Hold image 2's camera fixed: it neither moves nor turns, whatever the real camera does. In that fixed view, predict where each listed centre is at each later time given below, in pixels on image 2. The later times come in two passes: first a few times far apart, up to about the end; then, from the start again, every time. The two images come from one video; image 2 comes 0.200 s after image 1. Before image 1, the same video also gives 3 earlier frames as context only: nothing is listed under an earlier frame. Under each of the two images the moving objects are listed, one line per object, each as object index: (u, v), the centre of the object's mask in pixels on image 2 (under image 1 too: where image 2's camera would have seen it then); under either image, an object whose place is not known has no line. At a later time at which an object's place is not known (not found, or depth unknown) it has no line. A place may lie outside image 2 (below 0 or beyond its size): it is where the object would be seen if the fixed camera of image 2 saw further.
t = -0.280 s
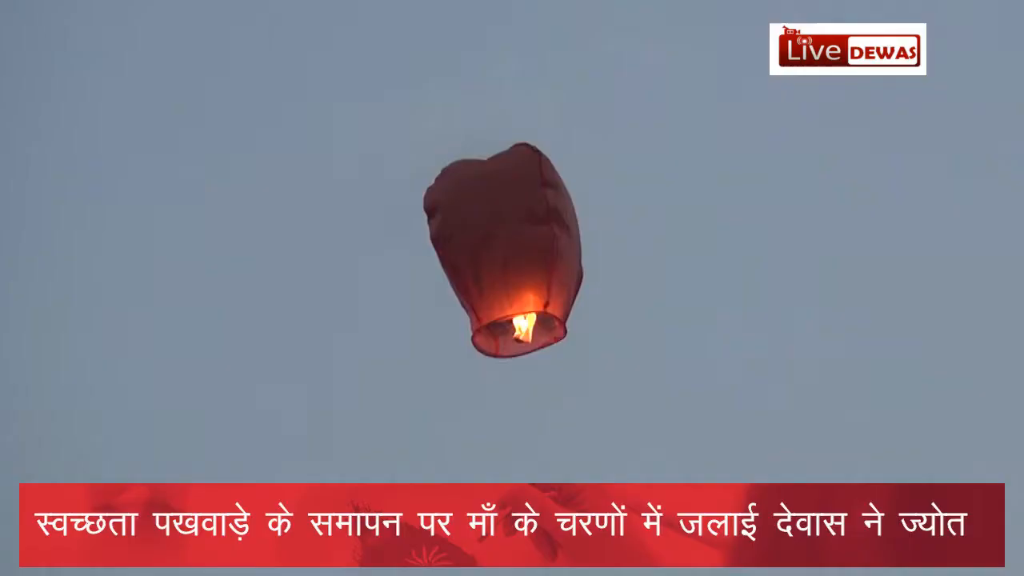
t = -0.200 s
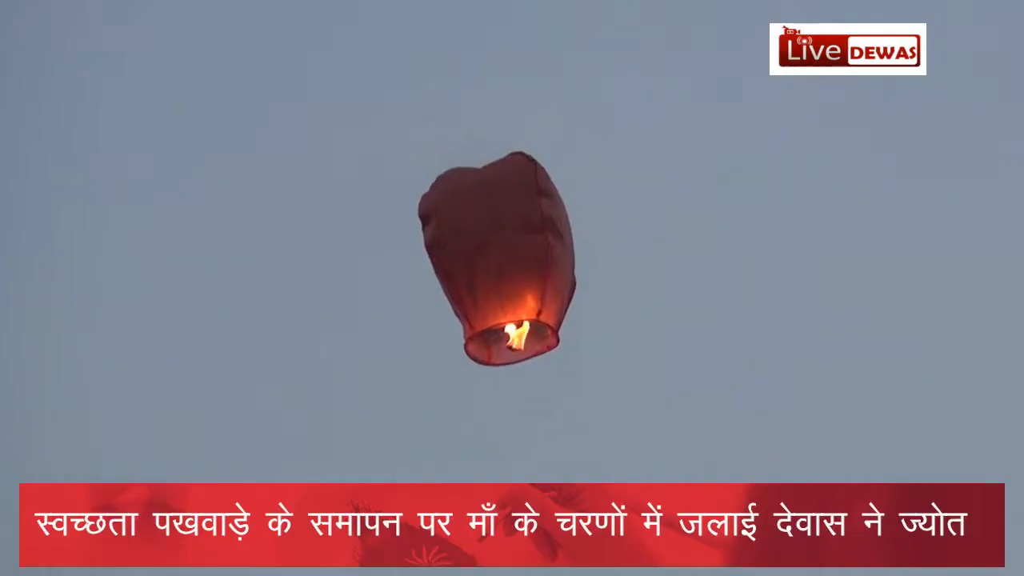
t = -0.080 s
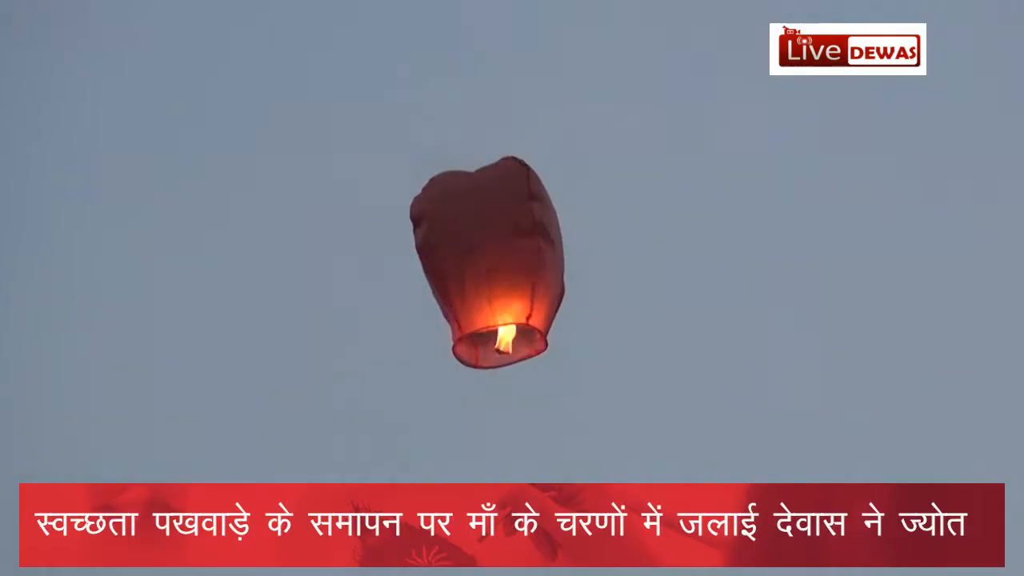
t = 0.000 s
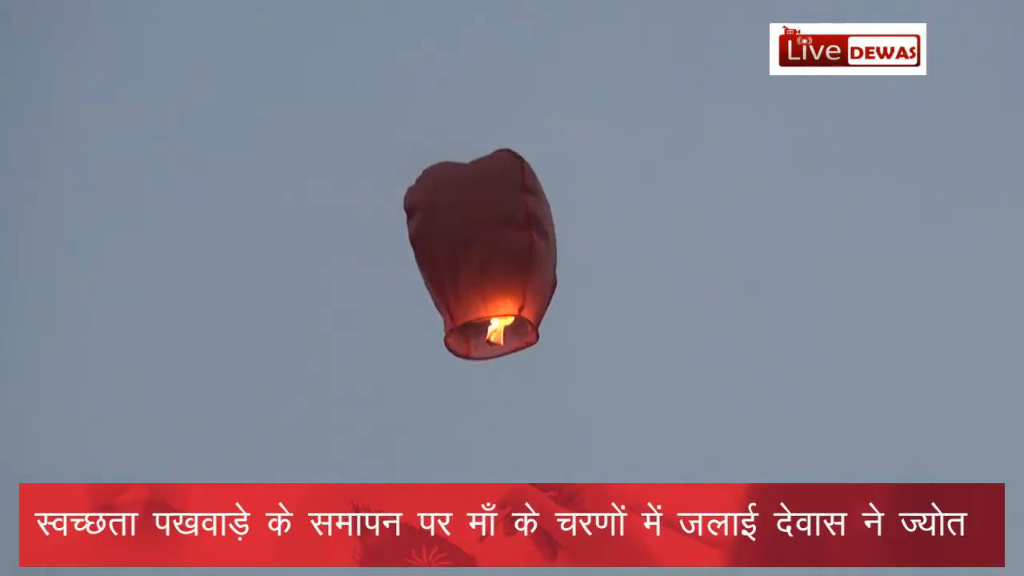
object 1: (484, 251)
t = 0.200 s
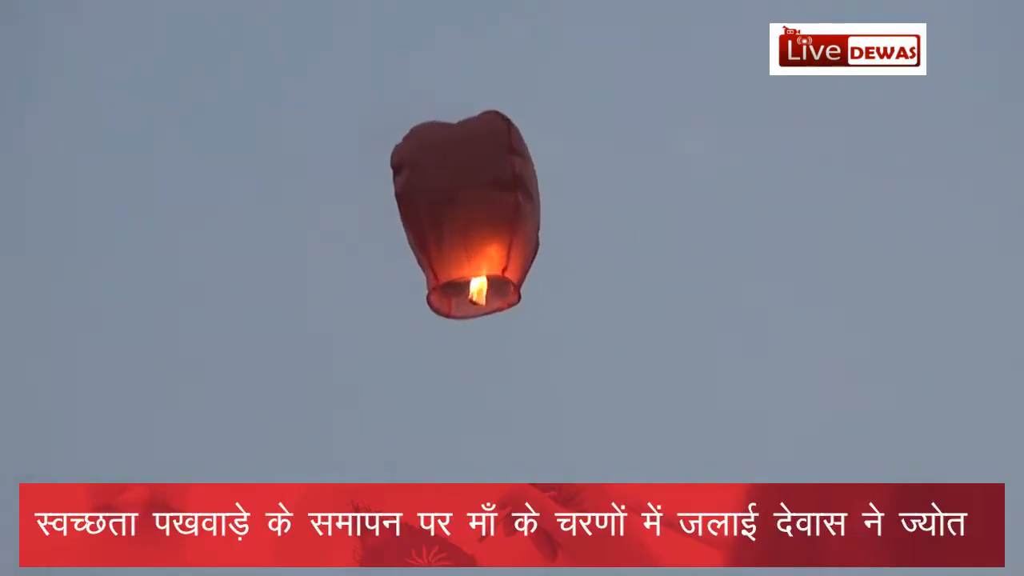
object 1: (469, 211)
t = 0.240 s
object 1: (471, 201)
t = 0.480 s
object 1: (497, 193)
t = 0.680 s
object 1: (503, 221)
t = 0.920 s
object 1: (506, 243)
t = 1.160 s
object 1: (520, 254)
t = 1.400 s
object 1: (518, 243)
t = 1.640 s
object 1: (515, 220)
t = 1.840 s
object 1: (517, 207)
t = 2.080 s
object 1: (520, 211)
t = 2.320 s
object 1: (524, 222)
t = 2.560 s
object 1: (542, 212)
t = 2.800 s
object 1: (557, 207)
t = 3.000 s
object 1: (556, 223)
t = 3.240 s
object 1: (561, 231)
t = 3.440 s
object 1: (564, 228)
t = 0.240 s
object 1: (471, 201)
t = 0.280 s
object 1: (474, 193)
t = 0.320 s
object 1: (477, 188)
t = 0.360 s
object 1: (480, 185)
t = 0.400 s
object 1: (486, 185)
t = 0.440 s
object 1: (492, 188)
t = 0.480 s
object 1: (497, 193)
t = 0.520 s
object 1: (501, 197)
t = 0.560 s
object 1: (502, 200)
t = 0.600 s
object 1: (502, 203)
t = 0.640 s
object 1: (503, 211)
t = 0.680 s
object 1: (503, 221)
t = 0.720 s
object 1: (503, 226)
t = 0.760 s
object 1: (504, 232)
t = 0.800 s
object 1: (504, 238)
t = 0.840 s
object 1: (503, 239)
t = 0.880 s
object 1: (504, 240)
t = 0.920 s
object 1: (506, 243)
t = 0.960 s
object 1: (507, 247)
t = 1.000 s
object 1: (508, 250)
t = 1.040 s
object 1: (510, 253)
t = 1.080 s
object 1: (513, 257)
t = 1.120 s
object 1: (517, 260)
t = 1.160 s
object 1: (520, 254)
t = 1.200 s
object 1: (522, 252)
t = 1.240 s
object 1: (522, 251)
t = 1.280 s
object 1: (521, 250)
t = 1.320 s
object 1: (520, 248)
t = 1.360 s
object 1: (519, 247)
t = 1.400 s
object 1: (518, 243)
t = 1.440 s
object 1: (518, 238)
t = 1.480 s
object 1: (518, 233)
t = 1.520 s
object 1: (519, 229)
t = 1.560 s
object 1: (518, 226)
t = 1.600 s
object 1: (516, 223)
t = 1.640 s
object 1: (515, 220)
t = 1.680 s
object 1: (515, 219)
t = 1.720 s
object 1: (516, 217)
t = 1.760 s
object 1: (517, 213)
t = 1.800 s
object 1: (517, 210)
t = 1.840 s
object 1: (517, 207)
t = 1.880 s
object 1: (519, 206)
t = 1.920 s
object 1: (519, 204)
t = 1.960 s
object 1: (520, 204)
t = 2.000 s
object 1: (520, 205)
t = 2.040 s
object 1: (519, 209)
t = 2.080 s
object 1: (520, 211)
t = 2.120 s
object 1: (520, 213)
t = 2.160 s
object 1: (521, 215)
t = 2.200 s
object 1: (521, 217)
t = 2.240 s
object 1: (522, 219)
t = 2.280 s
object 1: (522, 221)
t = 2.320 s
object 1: (524, 222)
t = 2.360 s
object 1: (527, 222)
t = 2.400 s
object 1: (529, 220)
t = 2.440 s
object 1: (531, 217)
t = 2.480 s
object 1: (537, 215)
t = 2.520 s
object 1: (540, 213)
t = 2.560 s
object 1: (542, 212)
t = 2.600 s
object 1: (546, 213)
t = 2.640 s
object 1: (550, 211)
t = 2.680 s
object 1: (551, 209)
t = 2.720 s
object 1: (552, 208)
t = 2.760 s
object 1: (554, 206)
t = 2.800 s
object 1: (557, 207)
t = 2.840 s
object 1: (556, 210)
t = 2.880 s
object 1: (554, 214)
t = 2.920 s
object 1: (554, 218)
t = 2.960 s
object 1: (555, 222)
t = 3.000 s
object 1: (556, 223)
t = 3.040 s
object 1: (557, 225)
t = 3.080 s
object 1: (558, 226)
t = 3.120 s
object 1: (559, 227)
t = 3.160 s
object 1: (559, 229)
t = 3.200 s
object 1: (560, 230)
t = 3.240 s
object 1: (561, 231)
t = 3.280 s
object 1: (562, 230)
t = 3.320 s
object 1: (562, 230)
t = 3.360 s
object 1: (563, 230)
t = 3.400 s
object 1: (563, 229)
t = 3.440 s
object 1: (564, 228)
